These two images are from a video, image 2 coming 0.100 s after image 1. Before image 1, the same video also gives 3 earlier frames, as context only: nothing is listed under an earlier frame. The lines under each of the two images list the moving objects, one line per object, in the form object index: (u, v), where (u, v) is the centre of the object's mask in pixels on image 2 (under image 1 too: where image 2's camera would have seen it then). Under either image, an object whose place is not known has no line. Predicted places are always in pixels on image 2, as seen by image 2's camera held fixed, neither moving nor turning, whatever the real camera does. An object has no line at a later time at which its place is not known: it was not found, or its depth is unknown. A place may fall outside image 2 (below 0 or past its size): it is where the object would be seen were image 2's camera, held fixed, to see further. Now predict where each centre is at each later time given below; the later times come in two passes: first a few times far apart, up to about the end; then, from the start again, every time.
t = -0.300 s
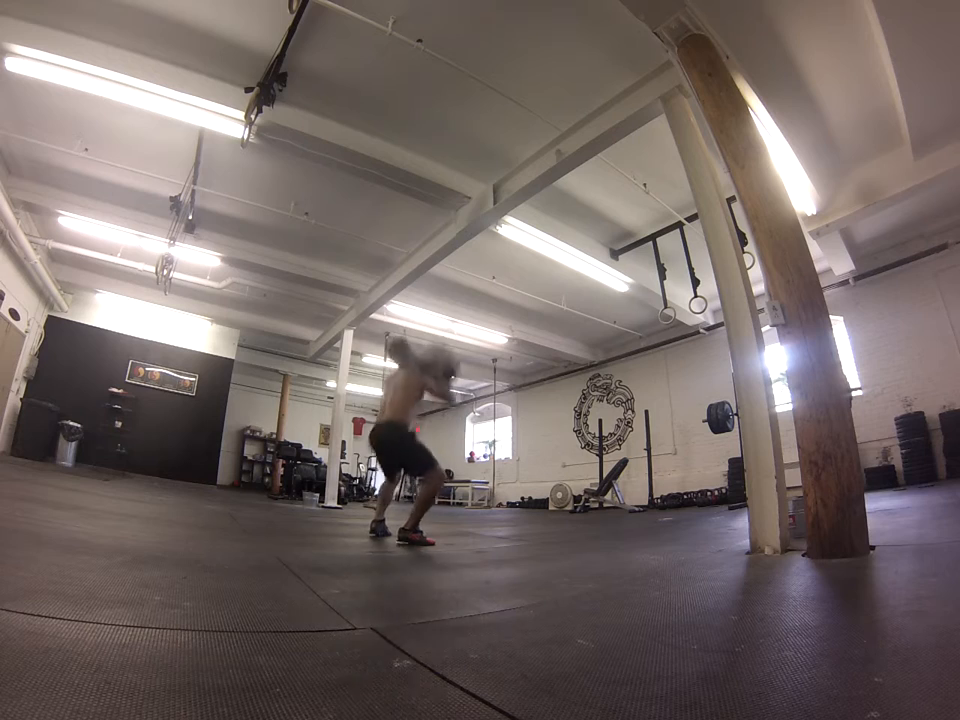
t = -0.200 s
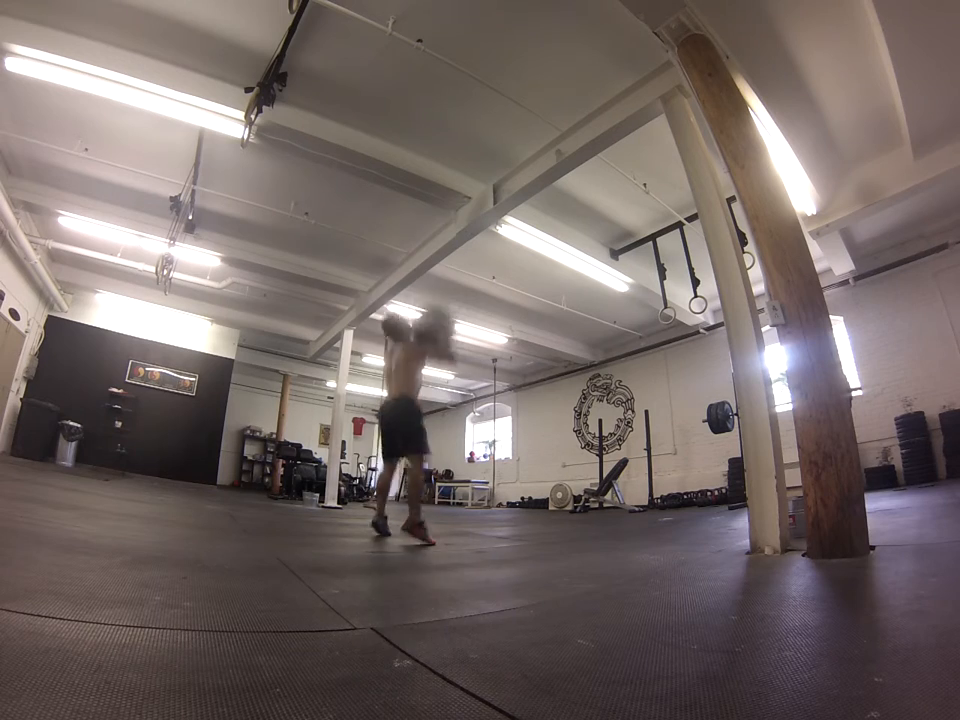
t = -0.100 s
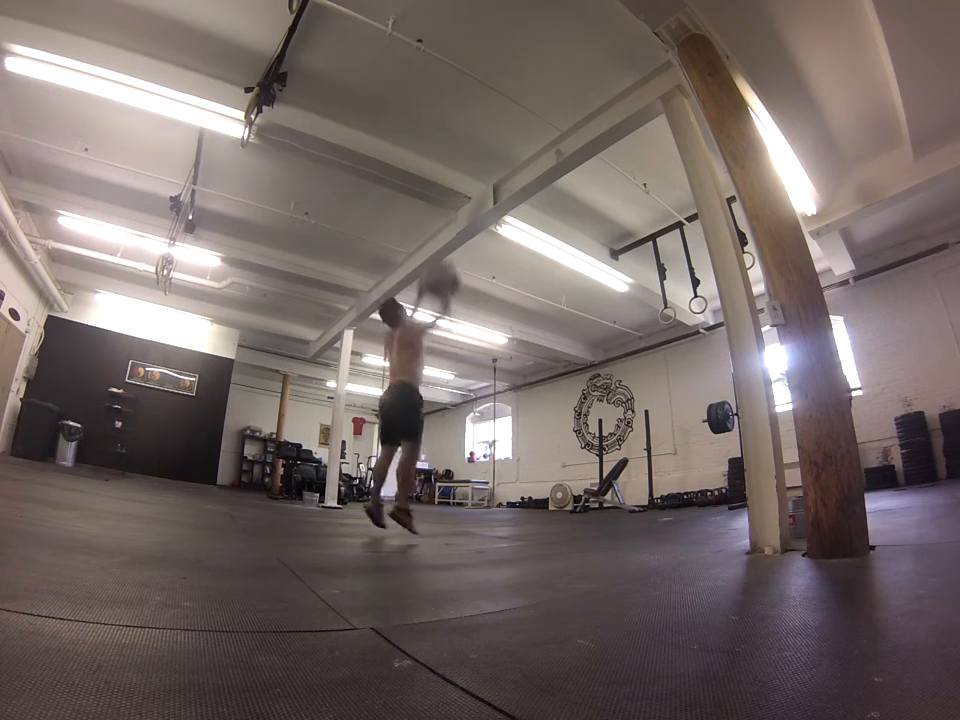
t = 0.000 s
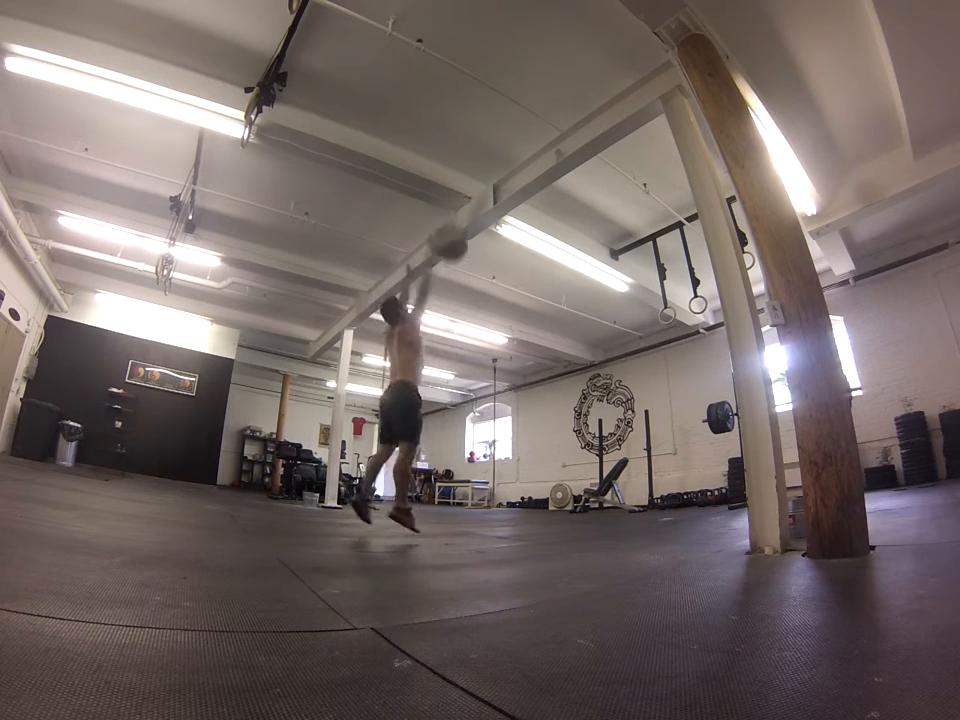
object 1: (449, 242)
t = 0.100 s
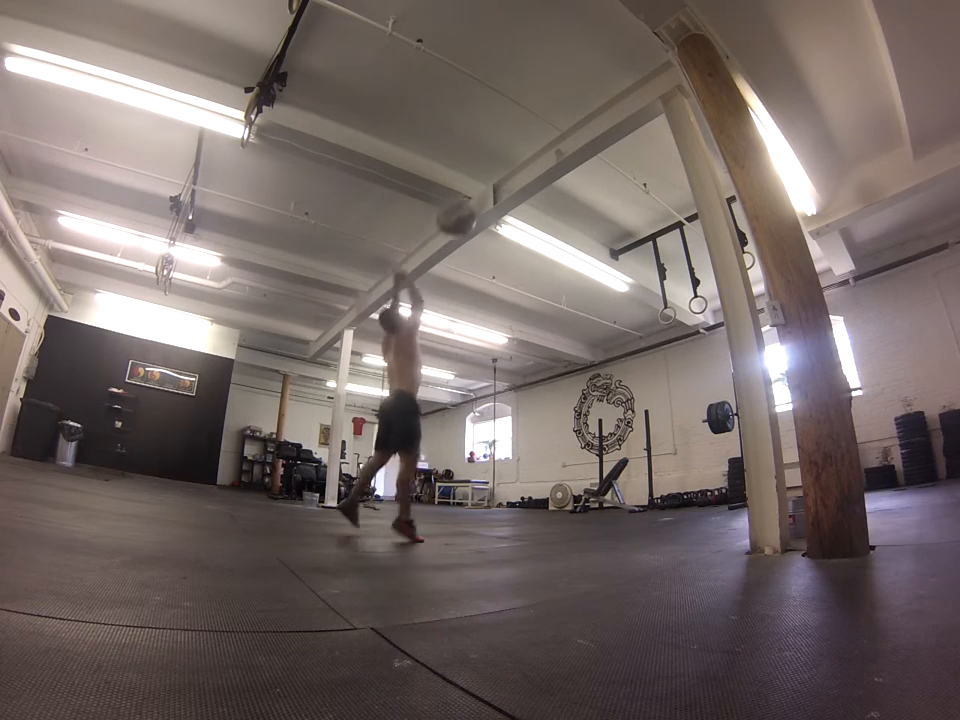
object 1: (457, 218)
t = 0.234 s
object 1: (466, 202)
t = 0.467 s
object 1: (458, 202)
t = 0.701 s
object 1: (445, 249)
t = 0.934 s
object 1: (424, 367)
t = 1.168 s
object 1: (408, 501)
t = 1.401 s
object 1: (408, 458)
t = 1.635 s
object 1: (405, 486)
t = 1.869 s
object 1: (401, 505)
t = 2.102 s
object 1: (396, 516)
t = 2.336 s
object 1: (394, 515)
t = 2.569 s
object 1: (394, 515)
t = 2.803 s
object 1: (394, 515)
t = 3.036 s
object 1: (394, 515)
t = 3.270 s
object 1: (394, 515)
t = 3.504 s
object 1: (394, 515)
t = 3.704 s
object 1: (394, 515)
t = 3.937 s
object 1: (394, 515)
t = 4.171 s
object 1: (394, 515)
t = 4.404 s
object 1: (394, 515)
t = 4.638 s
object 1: (394, 515)
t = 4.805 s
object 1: (394, 515)
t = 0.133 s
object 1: (459, 213)
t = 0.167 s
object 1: (461, 208)
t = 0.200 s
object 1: (463, 205)
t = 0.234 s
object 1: (466, 202)
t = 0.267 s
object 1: (467, 200)
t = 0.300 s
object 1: (467, 199)
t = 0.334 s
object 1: (466, 199)
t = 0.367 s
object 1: (464, 198)
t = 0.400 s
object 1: (462, 198)
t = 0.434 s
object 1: (460, 199)
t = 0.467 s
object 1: (458, 202)
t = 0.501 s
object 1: (457, 207)
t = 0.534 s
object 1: (455, 210)
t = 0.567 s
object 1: (453, 217)
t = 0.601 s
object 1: (451, 222)
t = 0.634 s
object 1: (449, 230)
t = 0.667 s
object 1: (448, 238)
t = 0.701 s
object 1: (445, 249)
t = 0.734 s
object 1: (441, 260)
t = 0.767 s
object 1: (440, 274)
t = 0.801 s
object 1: (436, 290)
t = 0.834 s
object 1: (435, 301)
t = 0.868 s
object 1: (431, 326)
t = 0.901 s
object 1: (428, 347)
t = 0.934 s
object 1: (424, 367)
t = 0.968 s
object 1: (420, 398)
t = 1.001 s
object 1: (416, 421)
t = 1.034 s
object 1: (415, 451)
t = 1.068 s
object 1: (412, 487)
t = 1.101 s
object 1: (407, 518)
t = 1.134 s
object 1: (407, 512)
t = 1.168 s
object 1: (408, 501)
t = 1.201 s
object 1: (408, 490)
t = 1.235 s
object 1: (408, 482)
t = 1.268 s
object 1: (408, 473)
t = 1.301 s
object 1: (408, 467)
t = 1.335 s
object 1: (408, 462)
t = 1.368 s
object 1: (408, 460)
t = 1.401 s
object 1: (408, 458)
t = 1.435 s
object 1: (408, 458)
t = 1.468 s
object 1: (407, 459)
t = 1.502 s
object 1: (407, 461)
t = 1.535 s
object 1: (407, 465)
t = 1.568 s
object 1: (406, 470)
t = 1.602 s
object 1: (405, 477)
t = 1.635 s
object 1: (405, 486)
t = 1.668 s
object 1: (405, 495)
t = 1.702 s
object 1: (403, 507)
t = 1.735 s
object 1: (402, 518)
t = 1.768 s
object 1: (402, 517)
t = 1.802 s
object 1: (402, 511)
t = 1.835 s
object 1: (401, 507)
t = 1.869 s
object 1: (401, 505)
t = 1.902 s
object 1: (400, 504)
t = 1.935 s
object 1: (400, 504)
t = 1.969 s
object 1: (399, 506)
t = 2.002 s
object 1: (398, 510)
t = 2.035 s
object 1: (398, 514)
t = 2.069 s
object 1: (397, 517)
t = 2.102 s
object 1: (396, 516)
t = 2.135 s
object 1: (396, 513)
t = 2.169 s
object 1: (396, 512)
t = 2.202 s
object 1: (395, 513)
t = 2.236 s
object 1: (395, 515)
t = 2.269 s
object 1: (394, 516)
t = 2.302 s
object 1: (394, 515)
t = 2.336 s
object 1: (394, 515)
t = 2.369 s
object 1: (393, 515)
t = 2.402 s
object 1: (393, 515)
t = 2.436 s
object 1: (393, 515)
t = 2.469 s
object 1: (393, 515)
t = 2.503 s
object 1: (393, 515)
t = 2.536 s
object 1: (393, 515)
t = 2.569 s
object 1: (394, 515)
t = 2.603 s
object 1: (394, 515)
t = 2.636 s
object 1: (394, 515)
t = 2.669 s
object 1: (394, 515)
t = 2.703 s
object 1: (394, 515)
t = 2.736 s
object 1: (394, 515)
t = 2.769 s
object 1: (394, 515)
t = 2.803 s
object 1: (394, 515)
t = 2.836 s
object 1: (394, 515)
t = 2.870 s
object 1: (394, 515)
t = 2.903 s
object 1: (394, 515)
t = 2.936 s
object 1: (394, 515)
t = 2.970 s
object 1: (394, 515)
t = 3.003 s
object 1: (394, 515)
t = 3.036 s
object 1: (394, 515)
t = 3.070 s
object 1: (394, 515)
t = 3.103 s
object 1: (394, 515)
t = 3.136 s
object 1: (394, 515)
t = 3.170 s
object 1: (394, 515)
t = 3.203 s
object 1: (394, 515)
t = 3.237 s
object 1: (394, 515)
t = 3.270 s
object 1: (394, 515)
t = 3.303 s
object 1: (394, 515)
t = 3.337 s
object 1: (394, 515)
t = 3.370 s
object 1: (394, 515)
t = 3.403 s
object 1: (394, 515)
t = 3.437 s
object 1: (394, 515)
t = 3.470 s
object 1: (394, 515)
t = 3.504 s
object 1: (394, 515)
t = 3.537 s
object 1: (394, 515)
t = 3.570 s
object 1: (394, 515)
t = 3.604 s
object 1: (394, 515)
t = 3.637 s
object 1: (394, 515)
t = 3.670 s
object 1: (394, 515)
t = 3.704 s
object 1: (394, 515)
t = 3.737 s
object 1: (394, 515)
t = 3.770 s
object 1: (394, 515)
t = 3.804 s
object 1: (394, 515)
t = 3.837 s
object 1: (394, 515)
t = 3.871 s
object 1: (394, 515)
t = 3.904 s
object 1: (394, 515)
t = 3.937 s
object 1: (394, 515)
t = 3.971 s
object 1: (394, 515)
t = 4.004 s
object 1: (394, 515)
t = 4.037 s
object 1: (394, 515)
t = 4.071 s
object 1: (394, 515)
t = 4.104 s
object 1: (394, 515)
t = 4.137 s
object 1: (394, 515)
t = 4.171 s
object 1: (394, 515)
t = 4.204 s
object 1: (394, 515)
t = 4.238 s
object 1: (394, 515)
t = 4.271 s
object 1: (394, 515)
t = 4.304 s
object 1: (394, 515)
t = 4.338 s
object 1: (394, 515)
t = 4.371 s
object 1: (394, 515)
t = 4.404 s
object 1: (394, 515)
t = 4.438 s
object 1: (394, 515)
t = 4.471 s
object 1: (394, 515)
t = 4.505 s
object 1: (394, 515)
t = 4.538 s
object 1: (394, 515)
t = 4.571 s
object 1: (394, 515)
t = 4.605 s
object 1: (394, 515)
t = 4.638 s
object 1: (394, 515)
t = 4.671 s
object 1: (394, 515)
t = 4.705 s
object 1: (394, 515)
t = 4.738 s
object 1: (394, 515)
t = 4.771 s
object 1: (394, 515)
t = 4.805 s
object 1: (394, 515)
